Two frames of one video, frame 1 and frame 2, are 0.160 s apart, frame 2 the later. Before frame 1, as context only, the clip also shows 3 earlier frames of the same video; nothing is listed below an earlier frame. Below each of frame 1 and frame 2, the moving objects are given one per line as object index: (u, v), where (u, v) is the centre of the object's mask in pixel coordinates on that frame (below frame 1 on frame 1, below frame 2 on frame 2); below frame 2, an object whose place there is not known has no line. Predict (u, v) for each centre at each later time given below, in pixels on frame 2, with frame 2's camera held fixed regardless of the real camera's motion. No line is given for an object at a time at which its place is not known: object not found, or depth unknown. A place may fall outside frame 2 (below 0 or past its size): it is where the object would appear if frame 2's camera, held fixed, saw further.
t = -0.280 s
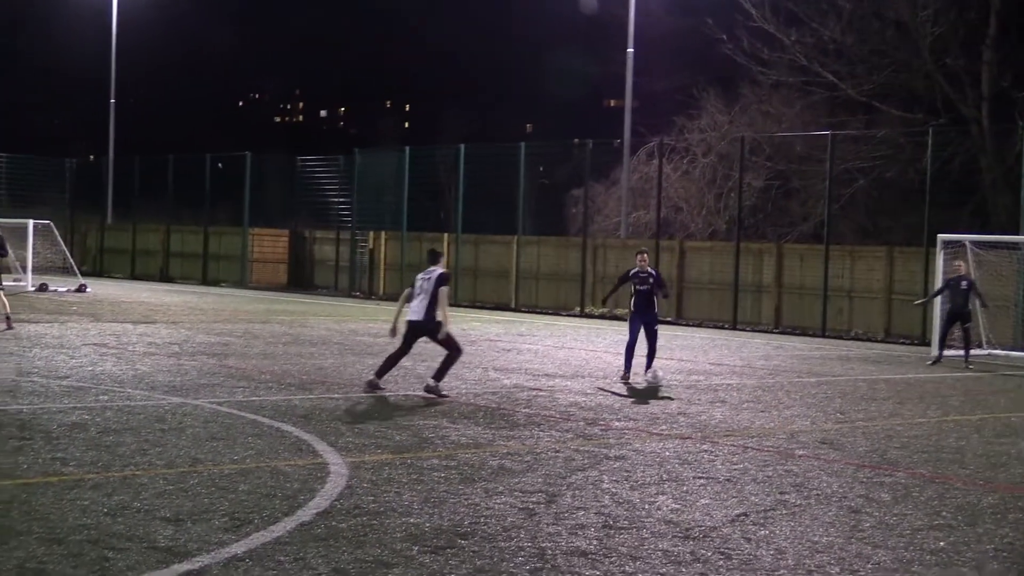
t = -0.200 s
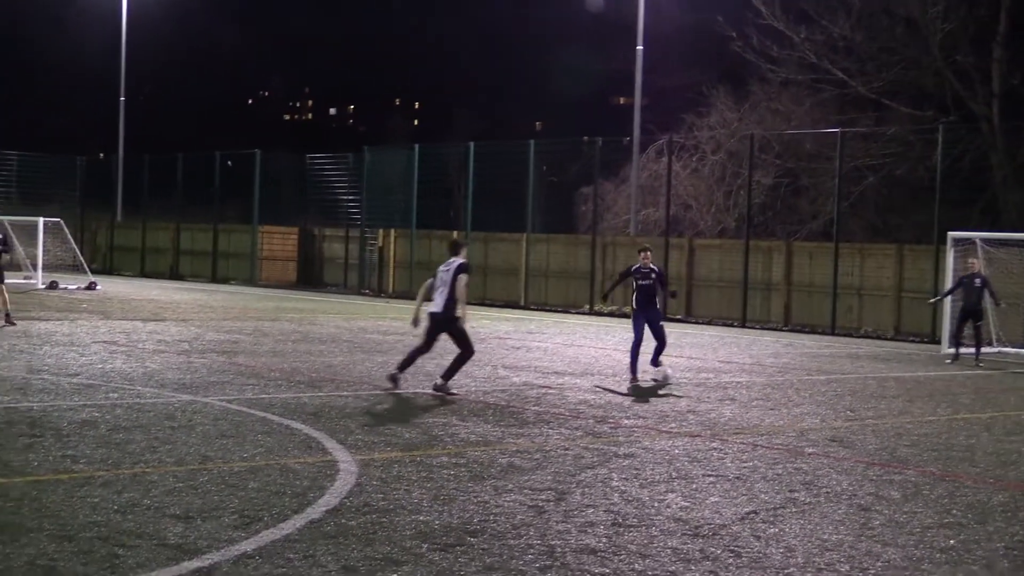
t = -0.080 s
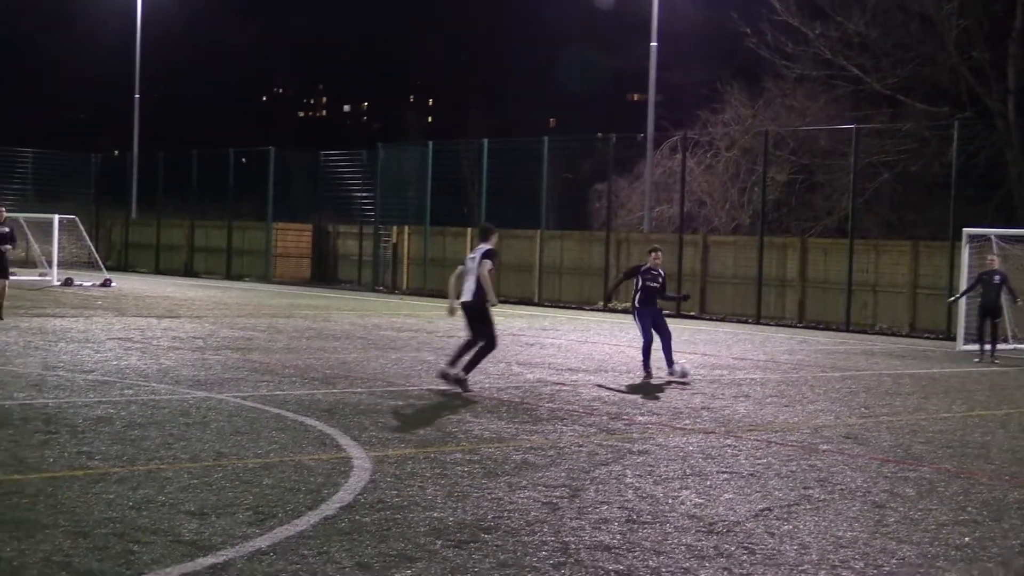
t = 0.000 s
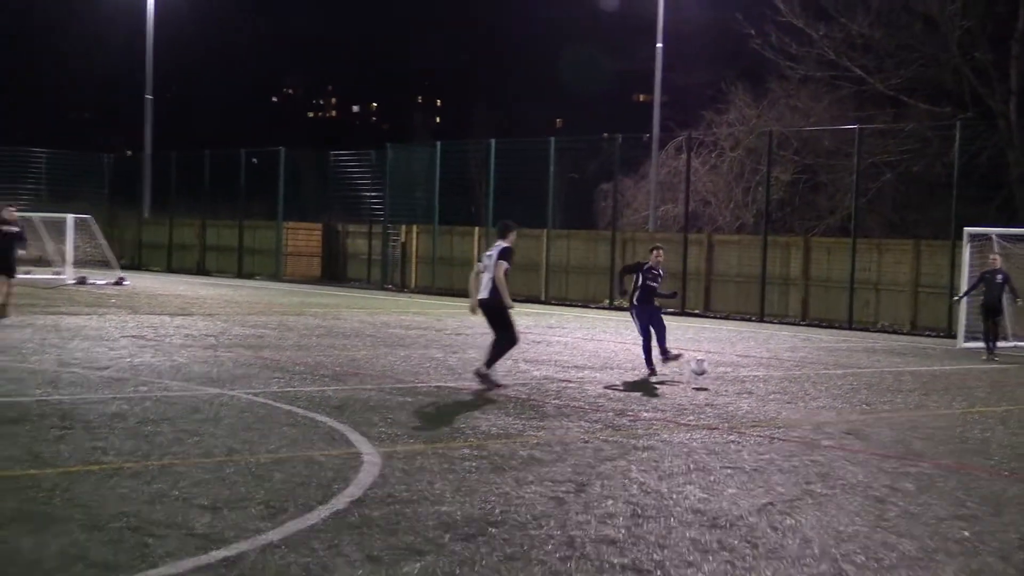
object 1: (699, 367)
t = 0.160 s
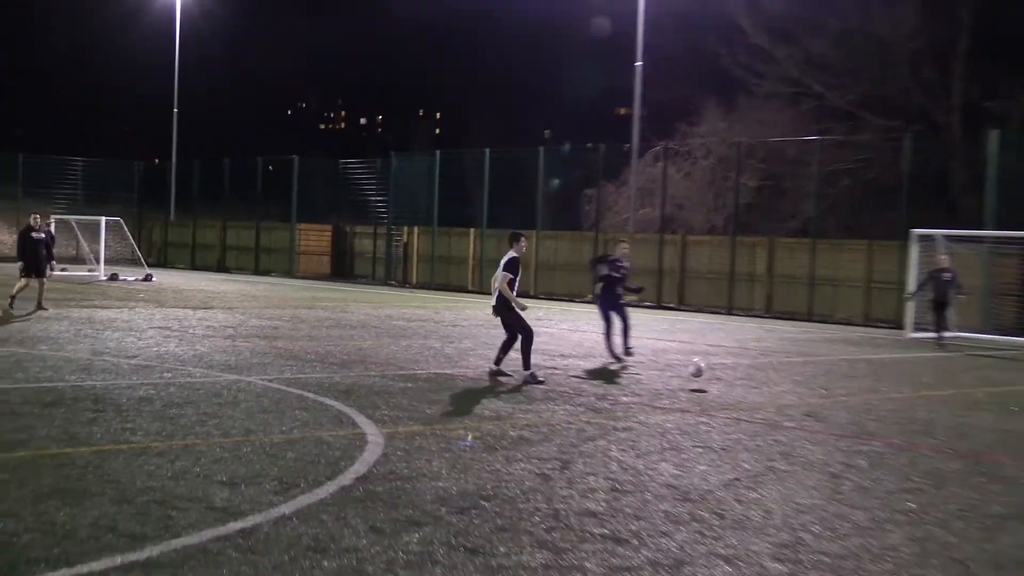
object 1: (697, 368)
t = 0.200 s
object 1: (700, 375)
